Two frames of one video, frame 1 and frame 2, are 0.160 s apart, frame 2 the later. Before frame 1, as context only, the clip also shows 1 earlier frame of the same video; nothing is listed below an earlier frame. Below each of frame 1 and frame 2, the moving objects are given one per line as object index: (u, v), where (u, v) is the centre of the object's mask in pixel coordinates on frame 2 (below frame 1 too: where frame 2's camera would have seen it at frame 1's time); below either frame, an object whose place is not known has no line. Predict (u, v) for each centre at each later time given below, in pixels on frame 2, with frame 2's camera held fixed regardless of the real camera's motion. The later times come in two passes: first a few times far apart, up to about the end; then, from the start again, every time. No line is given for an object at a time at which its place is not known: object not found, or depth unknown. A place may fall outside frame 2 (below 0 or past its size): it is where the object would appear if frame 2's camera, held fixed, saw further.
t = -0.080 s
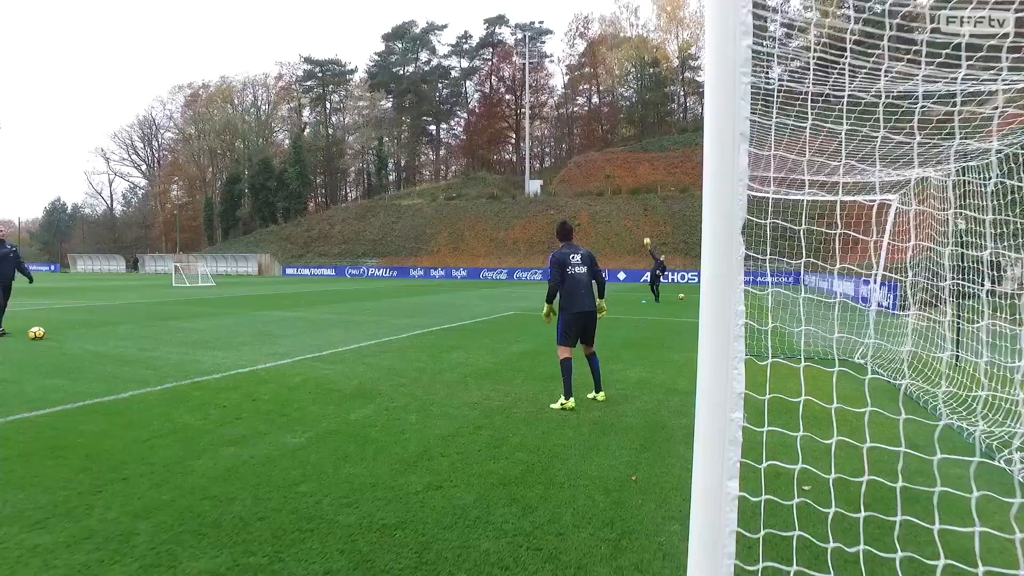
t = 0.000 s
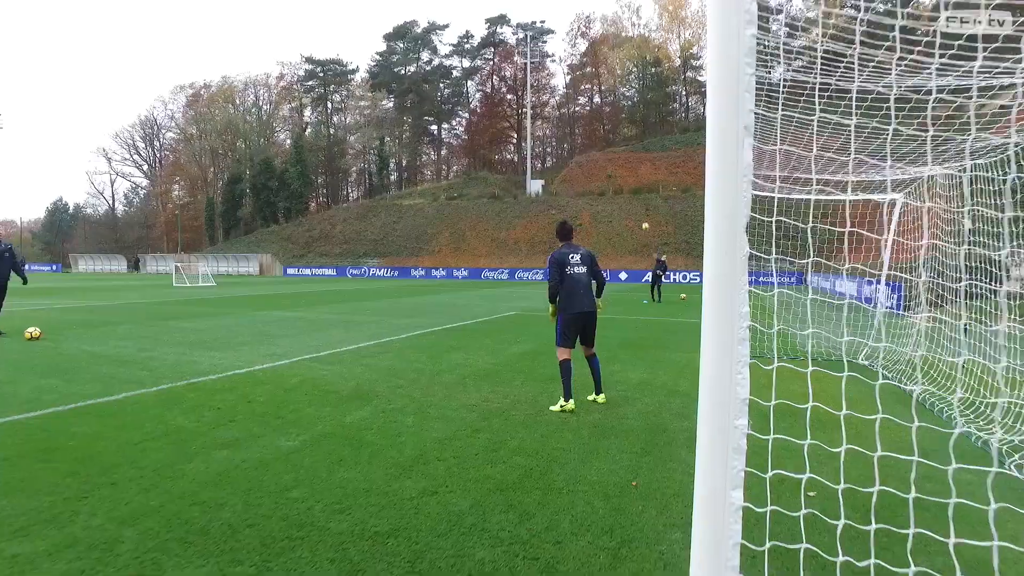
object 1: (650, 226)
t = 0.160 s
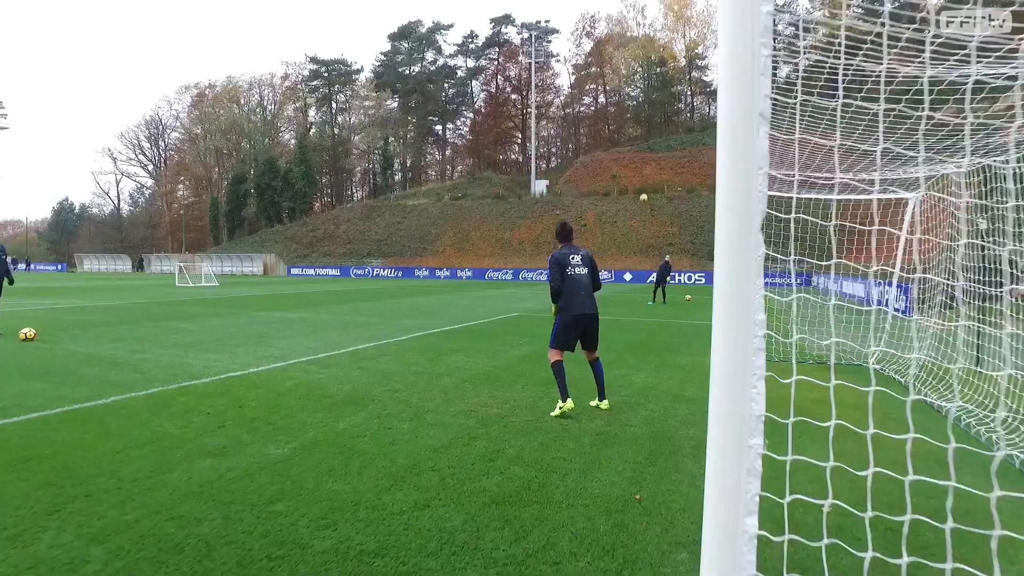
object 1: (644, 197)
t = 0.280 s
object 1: (637, 175)
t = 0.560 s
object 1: (619, 132)
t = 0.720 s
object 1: (604, 111)
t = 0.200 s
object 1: (641, 190)
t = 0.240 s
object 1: (640, 183)
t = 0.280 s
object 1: (637, 175)
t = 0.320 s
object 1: (635, 169)
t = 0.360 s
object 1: (633, 162)
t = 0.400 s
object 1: (630, 157)
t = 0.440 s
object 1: (628, 150)
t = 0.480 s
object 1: (625, 144)
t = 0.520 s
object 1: (622, 138)
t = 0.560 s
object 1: (619, 132)
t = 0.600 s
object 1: (616, 126)
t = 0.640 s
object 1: (612, 121)
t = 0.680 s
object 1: (608, 116)
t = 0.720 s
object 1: (604, 111)
